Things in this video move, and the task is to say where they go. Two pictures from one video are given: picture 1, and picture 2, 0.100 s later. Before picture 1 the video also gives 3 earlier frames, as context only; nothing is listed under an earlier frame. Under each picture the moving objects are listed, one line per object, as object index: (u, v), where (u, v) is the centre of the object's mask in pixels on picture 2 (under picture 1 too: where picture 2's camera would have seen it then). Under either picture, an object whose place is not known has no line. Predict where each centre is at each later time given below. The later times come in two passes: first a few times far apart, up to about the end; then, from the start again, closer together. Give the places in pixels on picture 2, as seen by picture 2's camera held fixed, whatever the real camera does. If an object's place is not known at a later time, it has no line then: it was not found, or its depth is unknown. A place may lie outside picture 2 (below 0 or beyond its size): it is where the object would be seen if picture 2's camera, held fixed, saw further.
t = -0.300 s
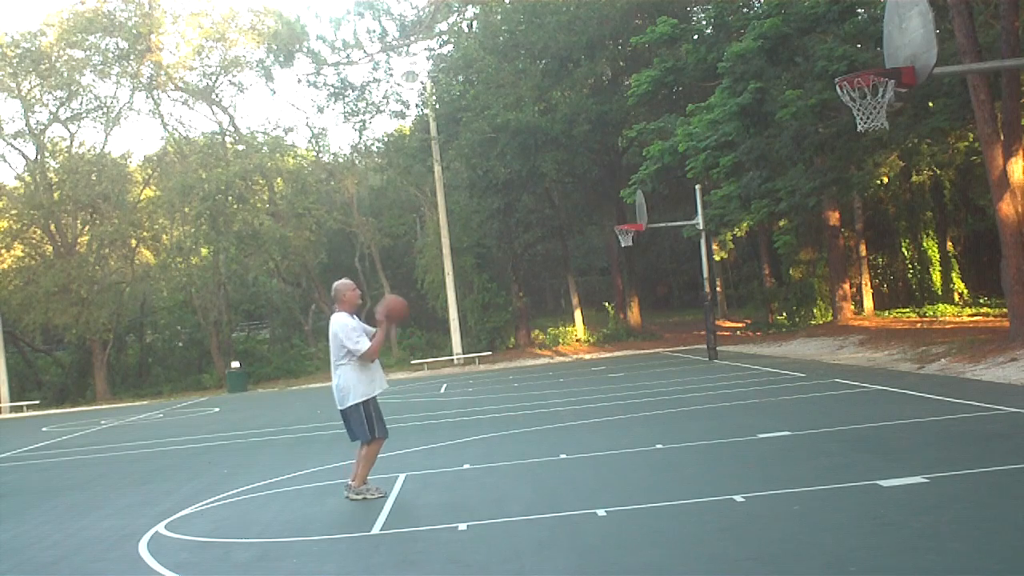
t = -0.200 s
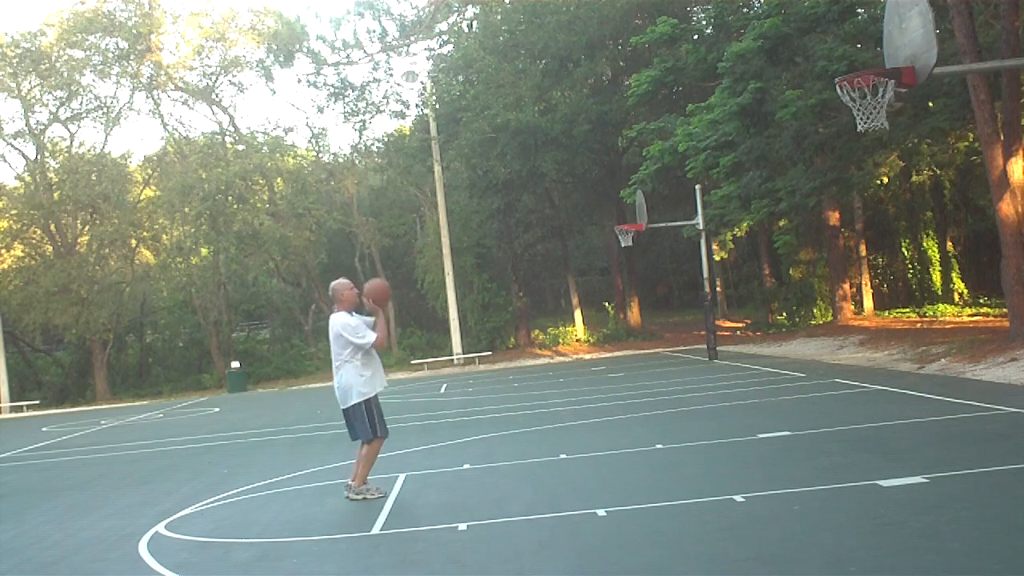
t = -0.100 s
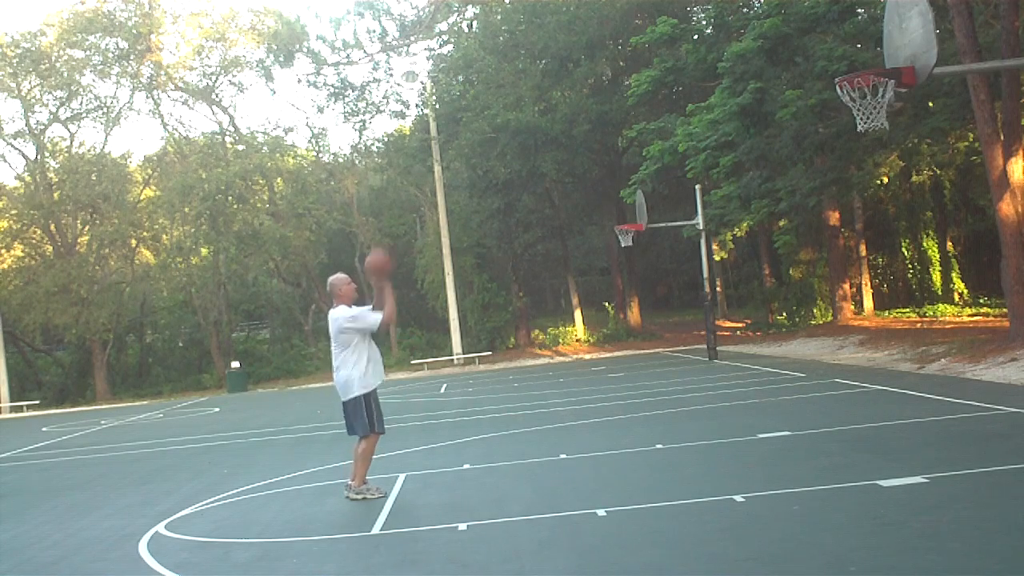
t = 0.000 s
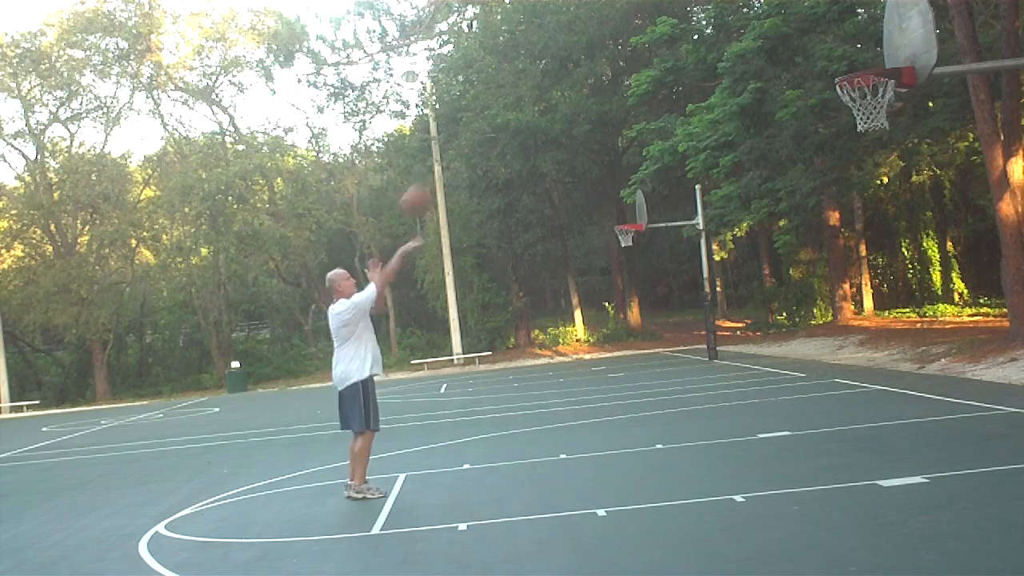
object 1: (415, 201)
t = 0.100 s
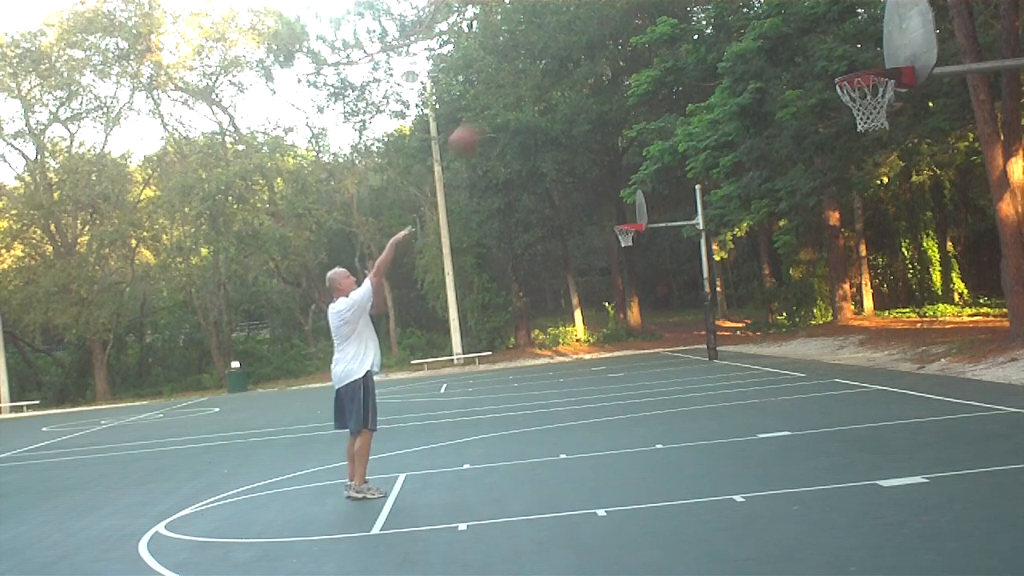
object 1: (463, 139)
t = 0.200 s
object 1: (513, 90)
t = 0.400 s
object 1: (613, 26)
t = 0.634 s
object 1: (733, 9)
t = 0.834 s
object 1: (844, 40)
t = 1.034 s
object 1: (806, 64)
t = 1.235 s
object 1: (705, 106)
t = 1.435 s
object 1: (614, 191)
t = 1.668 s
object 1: (516, 341)
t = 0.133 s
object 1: (480, 122)
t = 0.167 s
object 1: (497, 105)
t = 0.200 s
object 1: (513, 90)
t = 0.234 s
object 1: (529, 76)
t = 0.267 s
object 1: (546, 65)
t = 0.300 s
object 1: (563, 52)
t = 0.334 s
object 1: (580, 42)
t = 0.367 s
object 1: (597, 34)
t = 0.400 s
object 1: (613, 26)
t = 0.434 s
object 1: (631, 19)
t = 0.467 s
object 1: (647, 14)
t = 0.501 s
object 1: (663, 10)
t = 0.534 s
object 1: (680, 9)
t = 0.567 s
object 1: (699, 8)
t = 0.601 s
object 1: (718, 8)
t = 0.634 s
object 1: (733, 9)
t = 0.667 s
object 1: (752, 11)
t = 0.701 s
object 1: (772, 14)
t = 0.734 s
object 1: (789, 18)
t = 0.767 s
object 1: (807, 25)
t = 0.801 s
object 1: (826, 33)
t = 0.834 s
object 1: (844, 40)
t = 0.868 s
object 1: (862, 52)
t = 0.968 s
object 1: (843, 61)
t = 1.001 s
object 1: (825, 62)
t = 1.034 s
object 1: (806, 64)
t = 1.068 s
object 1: (791, 68)
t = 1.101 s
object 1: (773, 74)
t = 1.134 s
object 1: (756, 80)
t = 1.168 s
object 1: (739, 88)
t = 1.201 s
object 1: (722, 96)
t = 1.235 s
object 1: (705, 106)
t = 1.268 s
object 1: (691, 118)
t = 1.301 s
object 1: (675, 130)
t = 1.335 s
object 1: (659, 143)
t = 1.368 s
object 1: (643, 157)
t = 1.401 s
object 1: (628, 174)
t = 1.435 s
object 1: (614, 191)
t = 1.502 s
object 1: (586, 228)
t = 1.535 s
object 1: (572, 248)
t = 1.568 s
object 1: (558, 269)
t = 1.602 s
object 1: (544, 293)
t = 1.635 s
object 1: (530, 316)
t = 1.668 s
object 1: (516, 341)
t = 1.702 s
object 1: (504, 368)
